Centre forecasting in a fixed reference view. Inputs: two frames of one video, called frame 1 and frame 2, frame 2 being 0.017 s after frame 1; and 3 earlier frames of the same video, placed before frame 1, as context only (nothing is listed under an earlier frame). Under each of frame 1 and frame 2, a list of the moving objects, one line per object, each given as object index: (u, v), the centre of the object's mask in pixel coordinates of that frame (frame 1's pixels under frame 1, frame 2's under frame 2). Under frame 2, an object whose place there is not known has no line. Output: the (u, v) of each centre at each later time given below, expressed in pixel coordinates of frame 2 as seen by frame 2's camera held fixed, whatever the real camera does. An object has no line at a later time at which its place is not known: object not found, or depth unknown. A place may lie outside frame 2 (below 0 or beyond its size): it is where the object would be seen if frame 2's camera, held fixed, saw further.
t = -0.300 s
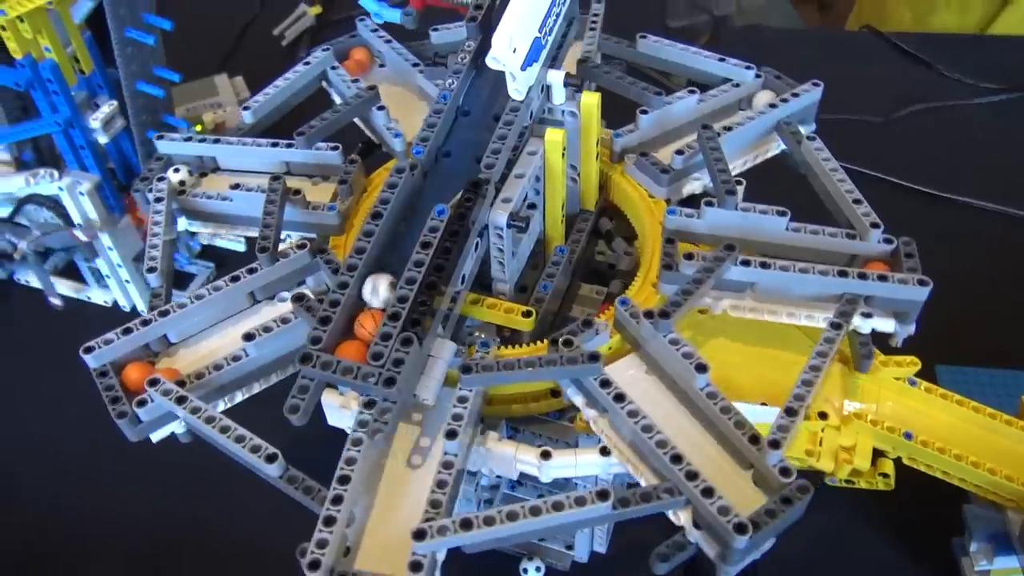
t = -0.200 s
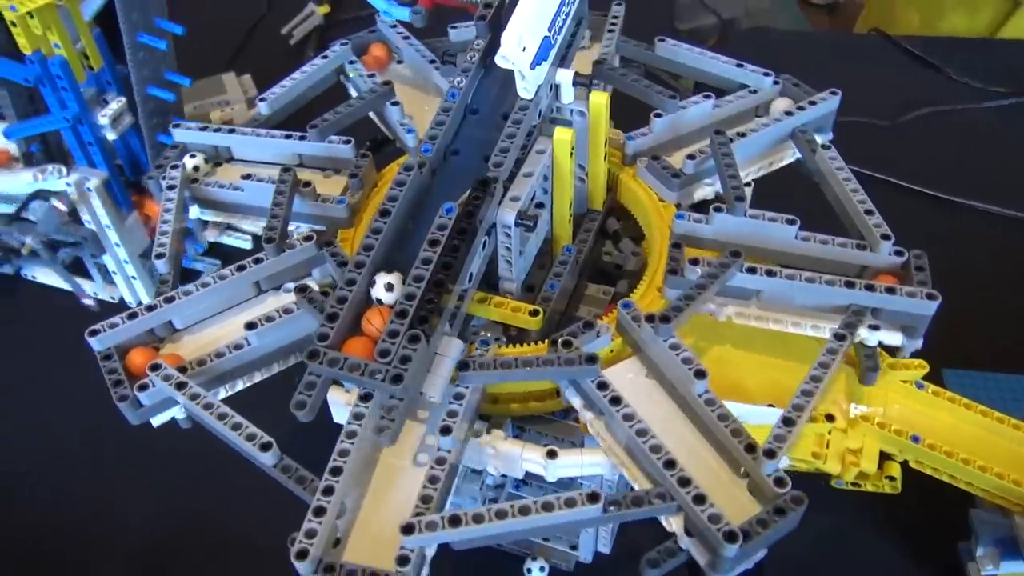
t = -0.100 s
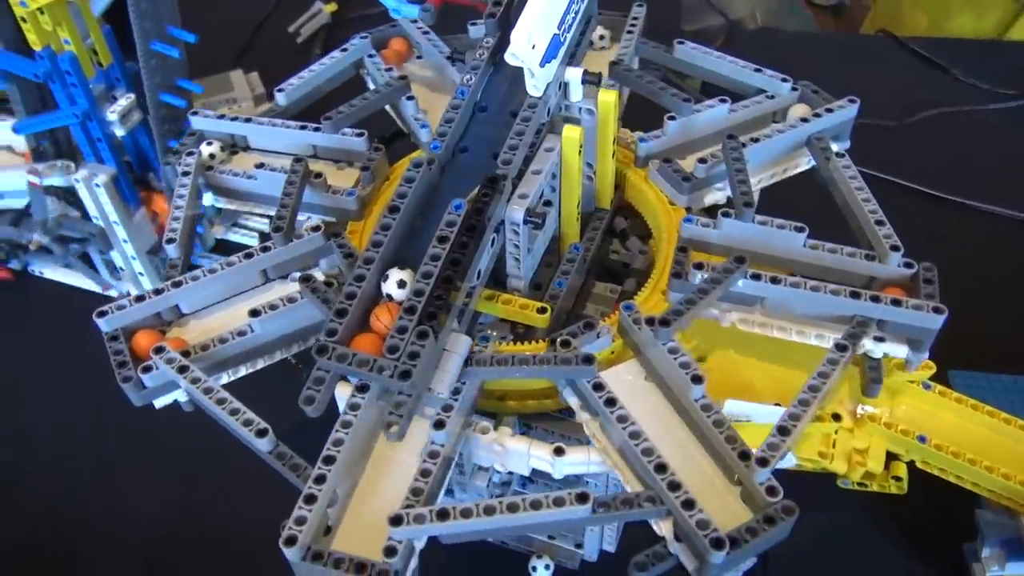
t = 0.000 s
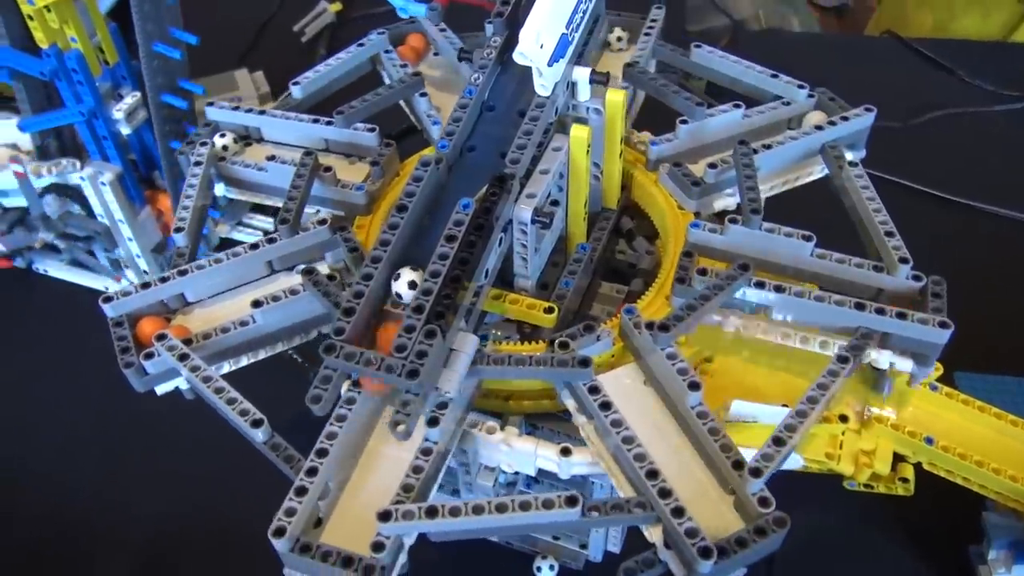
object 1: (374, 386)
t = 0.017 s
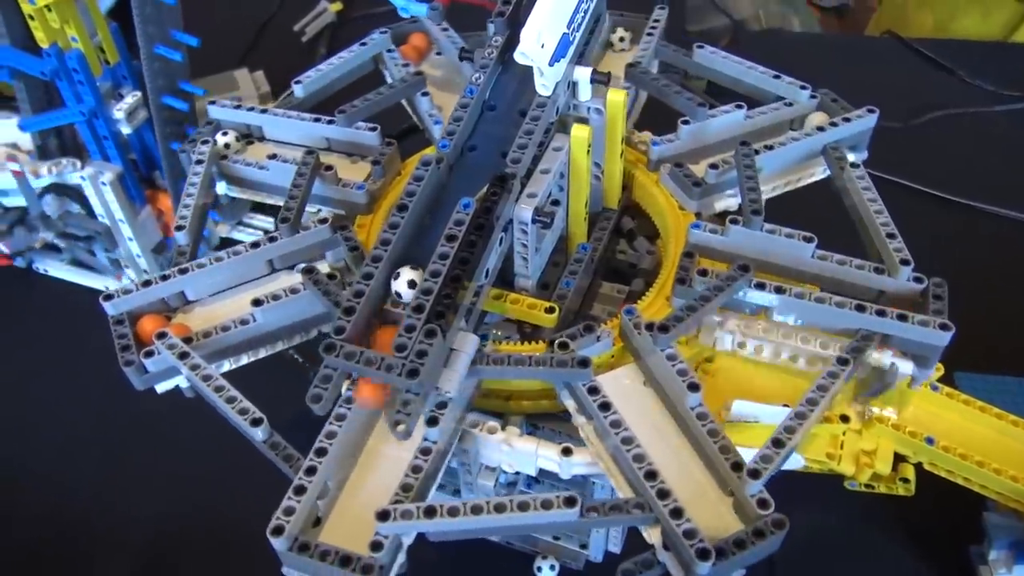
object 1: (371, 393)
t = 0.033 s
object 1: (367, 402)
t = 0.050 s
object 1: (364, 420)
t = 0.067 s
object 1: (364, 443)
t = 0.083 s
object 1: (364, 467)
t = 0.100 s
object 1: (358, 477)
